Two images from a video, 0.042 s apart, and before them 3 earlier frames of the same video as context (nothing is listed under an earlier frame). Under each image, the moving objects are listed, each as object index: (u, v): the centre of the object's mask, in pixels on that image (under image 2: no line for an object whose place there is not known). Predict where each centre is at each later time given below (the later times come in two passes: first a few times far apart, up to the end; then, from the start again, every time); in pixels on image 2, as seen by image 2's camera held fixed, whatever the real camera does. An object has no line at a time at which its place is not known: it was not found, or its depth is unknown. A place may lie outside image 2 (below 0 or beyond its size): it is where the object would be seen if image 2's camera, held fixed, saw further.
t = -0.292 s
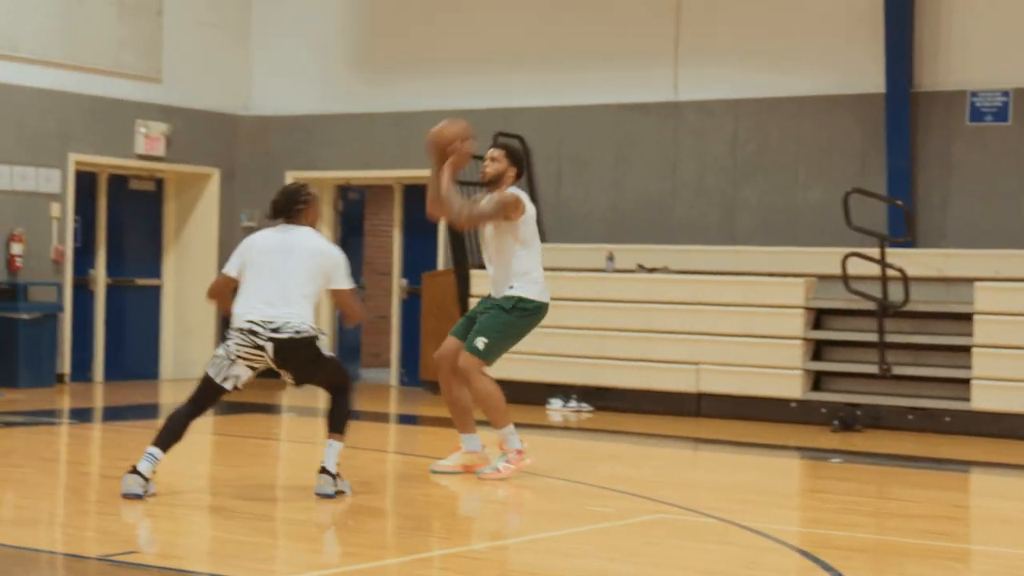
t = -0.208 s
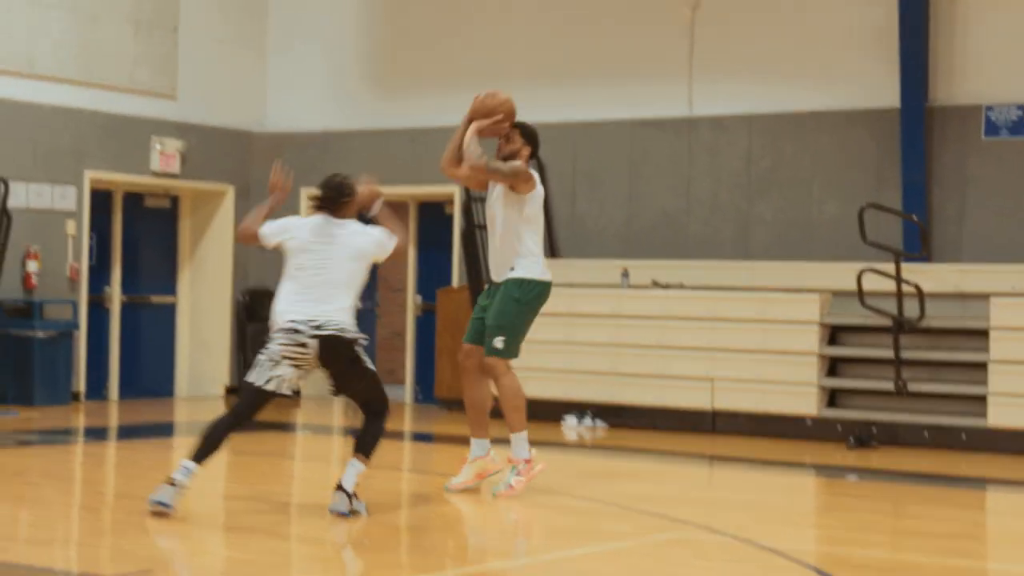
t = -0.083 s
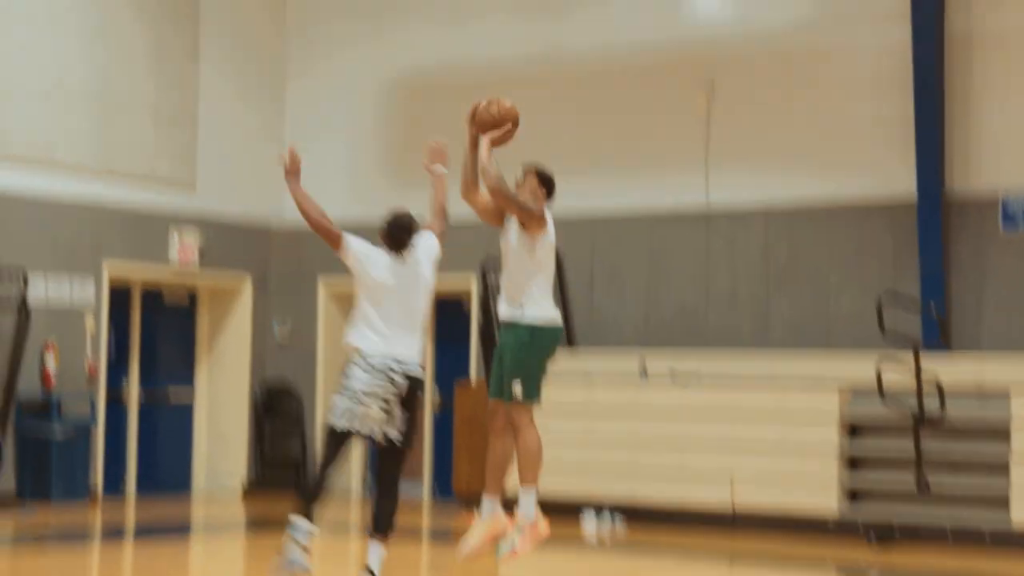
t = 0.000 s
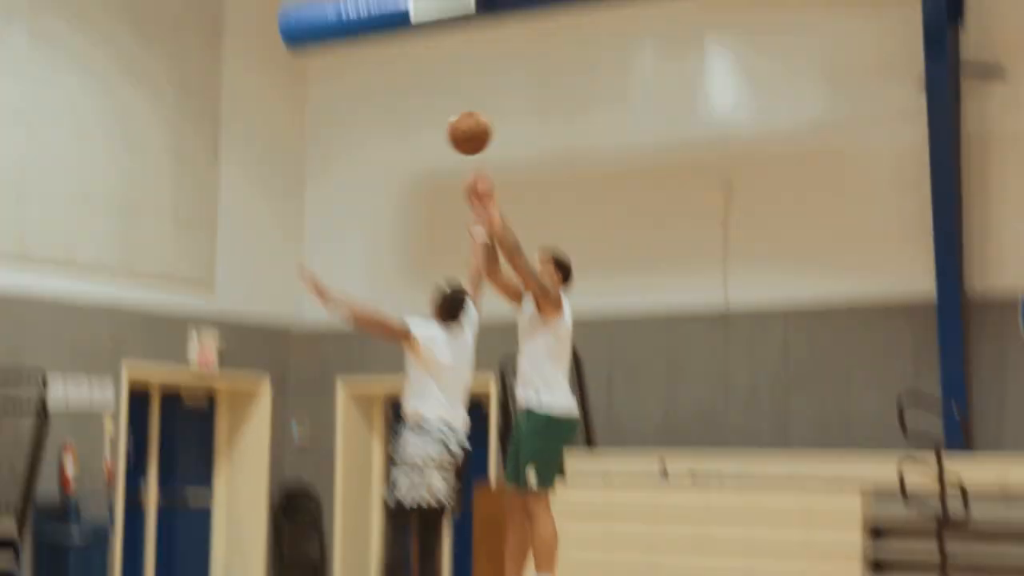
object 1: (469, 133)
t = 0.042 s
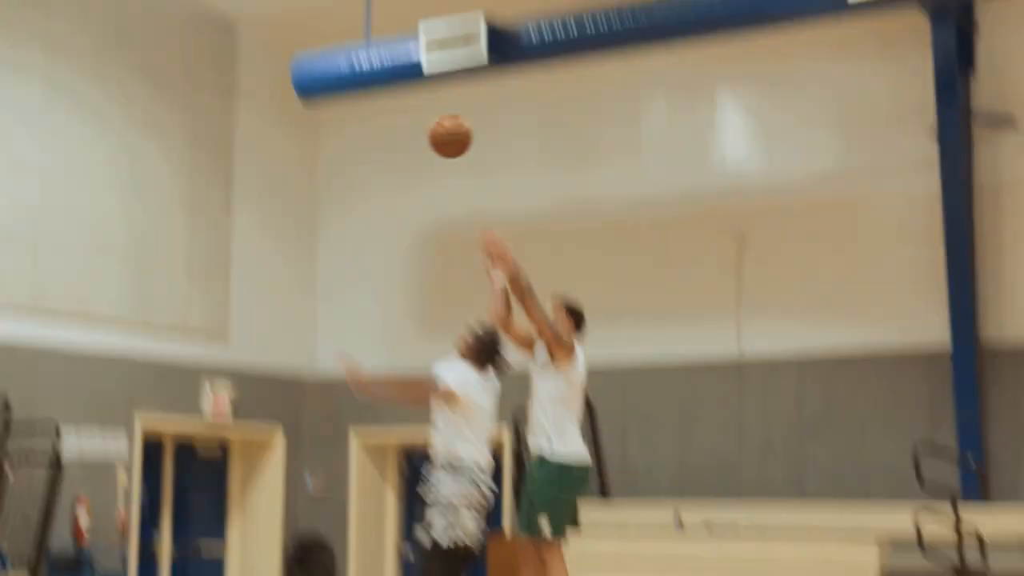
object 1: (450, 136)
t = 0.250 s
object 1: (281, -69)
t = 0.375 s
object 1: (170, -163)
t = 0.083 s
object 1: (418, 90)
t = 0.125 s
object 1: (385, 48)
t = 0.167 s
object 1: (351, 6)
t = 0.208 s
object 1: (316, -33)
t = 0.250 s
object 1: (281, -69)
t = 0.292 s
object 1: (247, -106)
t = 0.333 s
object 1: (208, -134)
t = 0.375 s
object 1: (170, -163)
